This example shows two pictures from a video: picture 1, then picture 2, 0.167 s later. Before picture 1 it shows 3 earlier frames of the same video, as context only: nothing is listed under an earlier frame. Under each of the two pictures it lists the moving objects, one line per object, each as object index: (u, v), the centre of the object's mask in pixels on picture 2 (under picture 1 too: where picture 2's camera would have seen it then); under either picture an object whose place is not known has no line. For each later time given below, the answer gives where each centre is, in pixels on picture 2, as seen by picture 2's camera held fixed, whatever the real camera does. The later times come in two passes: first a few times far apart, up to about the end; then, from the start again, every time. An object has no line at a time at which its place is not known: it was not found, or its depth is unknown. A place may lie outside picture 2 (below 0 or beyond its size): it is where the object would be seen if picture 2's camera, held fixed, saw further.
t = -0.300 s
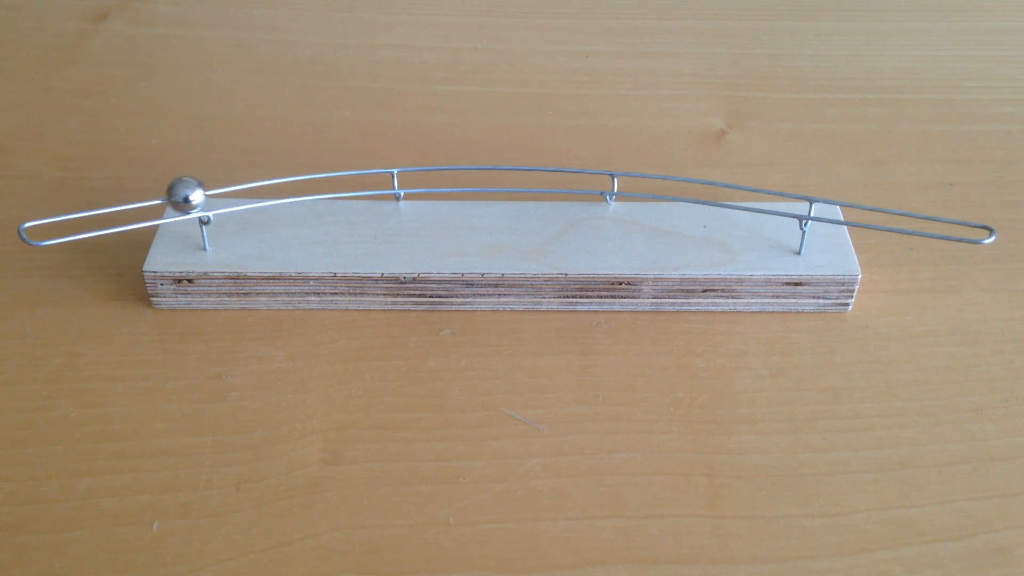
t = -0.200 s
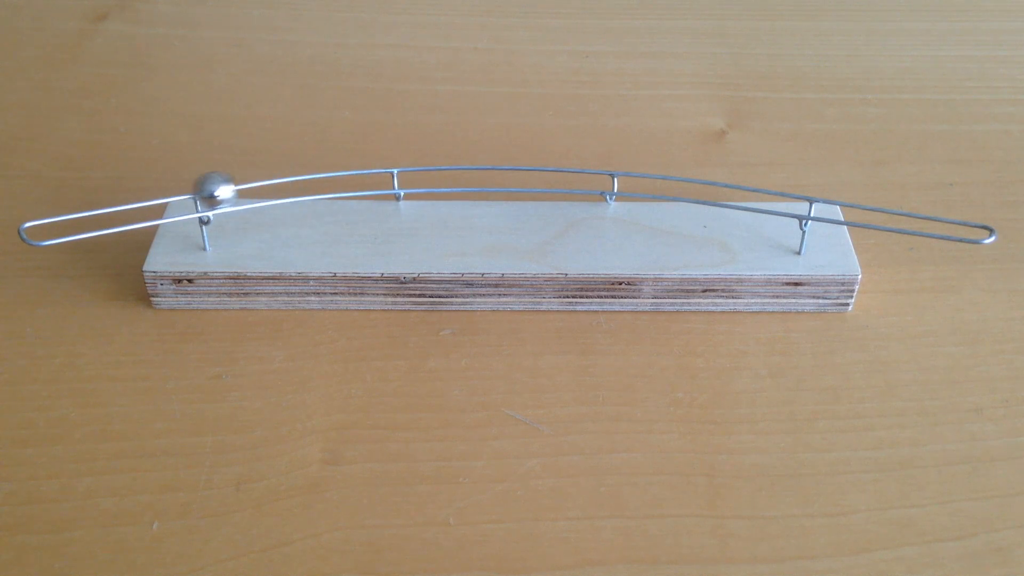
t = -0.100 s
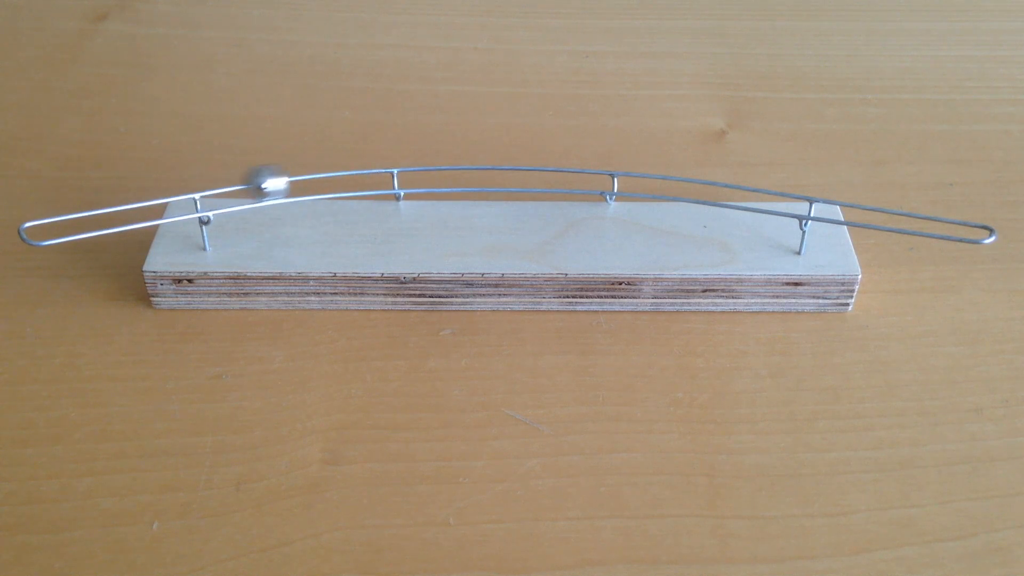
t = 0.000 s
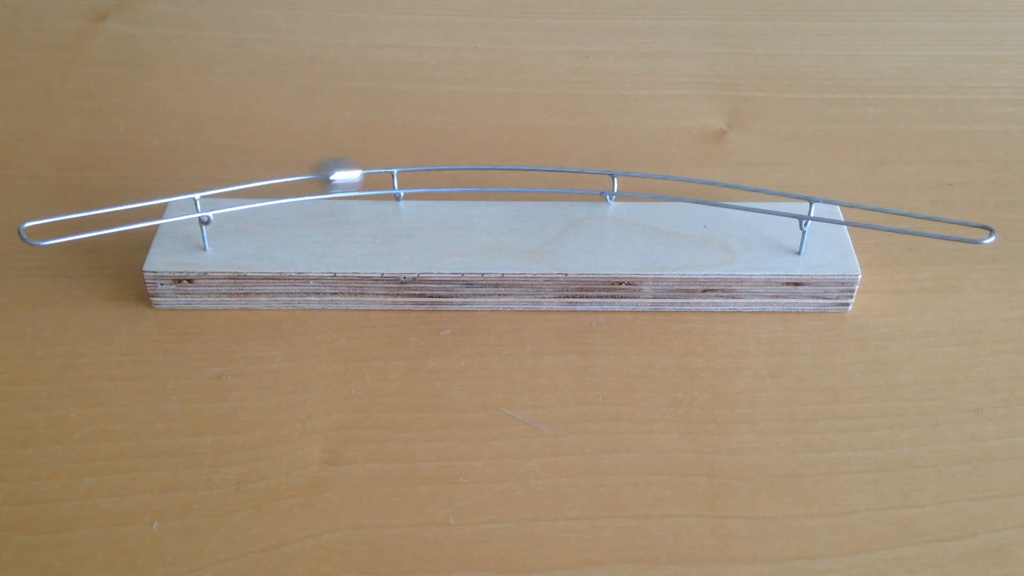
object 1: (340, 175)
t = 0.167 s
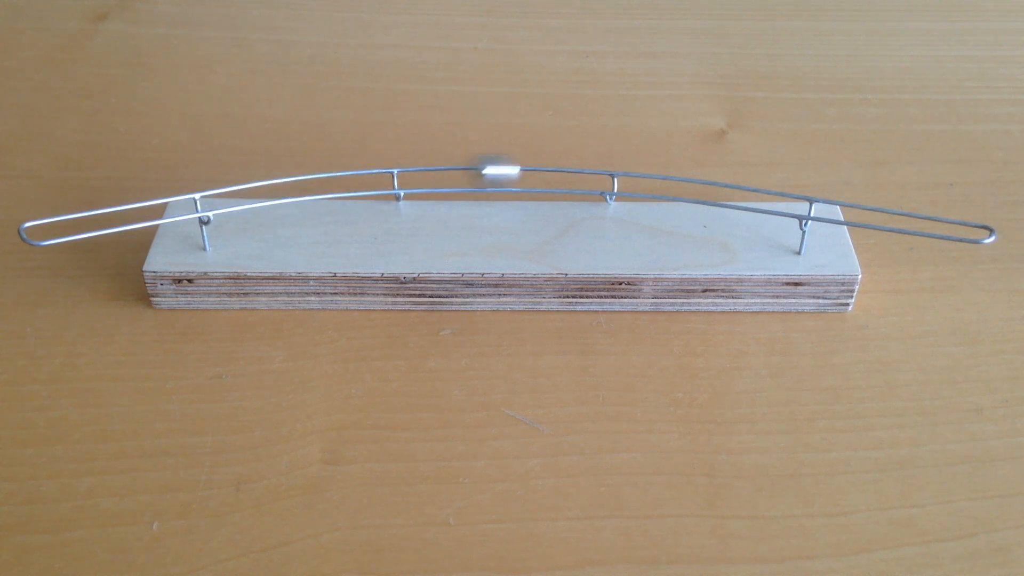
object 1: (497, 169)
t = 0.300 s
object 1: (623, 175)
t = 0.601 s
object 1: (797, 195)
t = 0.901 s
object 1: (779, 192)
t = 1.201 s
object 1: (584, 171)
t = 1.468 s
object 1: (348, 174)
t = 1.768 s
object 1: (234, 187)
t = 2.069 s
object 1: (337, 175)
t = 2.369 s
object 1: (586, 172)
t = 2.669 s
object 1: (755, 190)
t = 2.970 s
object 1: (738, 187)
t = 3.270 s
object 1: (550, 171)
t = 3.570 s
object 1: (325, 176)
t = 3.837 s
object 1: (270, 181)
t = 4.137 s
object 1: (403, 172)
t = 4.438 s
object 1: (633, 175)
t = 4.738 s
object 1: (740, 187)
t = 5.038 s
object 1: (667, 178)
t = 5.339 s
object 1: (456, 170)
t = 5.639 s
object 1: (303, 177)
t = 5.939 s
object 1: (344, 175)
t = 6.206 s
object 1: (518, 171)
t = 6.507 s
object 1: (687, 181)
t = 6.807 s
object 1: (702, 183)
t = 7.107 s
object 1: (563, 172)
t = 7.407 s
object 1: (371, 172)
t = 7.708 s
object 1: (323, 176)
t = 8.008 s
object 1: (458, 170)
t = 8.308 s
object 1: (640, 175)
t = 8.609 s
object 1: (688, 181)
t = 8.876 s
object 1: (601, 173)
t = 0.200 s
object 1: (530, 169)
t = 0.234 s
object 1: (563, 171)
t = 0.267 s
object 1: (594, 173)
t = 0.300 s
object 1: (623, 175)
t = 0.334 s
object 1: (653, 175)
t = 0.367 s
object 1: (678, 179)
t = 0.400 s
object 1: (702, 182)
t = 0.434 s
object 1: (724, 184)
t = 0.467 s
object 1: (743, 187)
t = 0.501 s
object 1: (760, 190)
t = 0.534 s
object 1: (775, 192)
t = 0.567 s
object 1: (787, 193)
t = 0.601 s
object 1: (797, 195)
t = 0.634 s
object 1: (806, 196)
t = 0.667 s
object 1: (811, 197)
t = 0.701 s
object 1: (814, 198)
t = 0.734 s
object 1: (815, 198)
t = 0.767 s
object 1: (813, 197)
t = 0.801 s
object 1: (808, 197)
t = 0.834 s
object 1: (801, 196)
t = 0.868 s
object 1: (792, 195)
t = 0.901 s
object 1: (779, 192)
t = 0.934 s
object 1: (766, 191)
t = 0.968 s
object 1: (750, 188)
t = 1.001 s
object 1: (733, 184)
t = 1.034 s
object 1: (713, 183)
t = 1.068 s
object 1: (691, 180)
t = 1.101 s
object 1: (667, 176)
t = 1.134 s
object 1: (642, 173)
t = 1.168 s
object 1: (613, 172)
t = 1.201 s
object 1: (584, 171)
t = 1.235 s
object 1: (553, 171)
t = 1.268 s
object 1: (522, 169)
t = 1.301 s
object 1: (490, 170)
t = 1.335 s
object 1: (459, 171)
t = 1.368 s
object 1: (428, 171)
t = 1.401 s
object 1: (400, 172)
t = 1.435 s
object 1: (373, 173)
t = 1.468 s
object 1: (348, 174)
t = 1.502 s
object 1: (325, 176)
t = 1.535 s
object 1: (305, 178)
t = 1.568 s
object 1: (287, 179)
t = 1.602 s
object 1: (272, 181)
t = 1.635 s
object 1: (258, 183)
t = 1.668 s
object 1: (248, 185)
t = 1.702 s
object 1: (240, 186)
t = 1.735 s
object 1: (236, 187)
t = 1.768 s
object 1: (234, 187)
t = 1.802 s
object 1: (235, 187)
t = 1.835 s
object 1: (238, 186)
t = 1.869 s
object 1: (245, 185)
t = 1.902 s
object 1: (254, 184)
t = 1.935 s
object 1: (265, 182)
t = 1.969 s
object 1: (279, 180)
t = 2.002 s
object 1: (296, 179)
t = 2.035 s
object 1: (316, 177)
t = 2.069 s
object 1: (337, 175)
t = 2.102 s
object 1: (361, 175)
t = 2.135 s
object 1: (384, 172)
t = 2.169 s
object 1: (412, 172)
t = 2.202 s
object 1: (440, 169)
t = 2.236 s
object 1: (469, 170)
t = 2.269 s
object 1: (499, 170)
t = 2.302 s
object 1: (529, 171)
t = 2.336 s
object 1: (558, 171)
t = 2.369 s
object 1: (586, 172)
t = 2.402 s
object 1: (613, 173)
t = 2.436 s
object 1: (637, 176)
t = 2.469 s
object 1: (661, 178)
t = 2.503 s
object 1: (682, 180)
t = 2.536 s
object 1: (701, 182)
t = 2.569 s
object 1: (717, 184)
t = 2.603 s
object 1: (732, 186)
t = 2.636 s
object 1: (745, 188)
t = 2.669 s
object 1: (755, 190)
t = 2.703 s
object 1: (762, 191)
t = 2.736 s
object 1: (768, 192)
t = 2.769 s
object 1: (770, 192)
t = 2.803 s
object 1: (771, 192)
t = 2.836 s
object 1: (769, 192)
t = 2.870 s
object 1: (765, 191)
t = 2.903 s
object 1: (758, 190)
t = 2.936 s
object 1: (749, 189)
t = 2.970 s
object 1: (738, 187)
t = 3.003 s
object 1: (725, 185)
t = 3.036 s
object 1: (709, 183)
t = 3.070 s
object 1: (692, 181)
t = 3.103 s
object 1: (672, 179)
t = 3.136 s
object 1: (651, 176)
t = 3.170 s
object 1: (630, 172)
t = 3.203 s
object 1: (603, 173)
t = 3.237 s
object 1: (577, 171)
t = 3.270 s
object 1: (550, 171)
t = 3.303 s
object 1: (520, 170)
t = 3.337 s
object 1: (493, 170)
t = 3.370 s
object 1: (464, 169)
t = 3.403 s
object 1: (435, 171)
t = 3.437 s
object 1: (410, 171)
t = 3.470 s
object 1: (385, 172)
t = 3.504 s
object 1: (363, 173)
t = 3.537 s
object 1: (342, 175)
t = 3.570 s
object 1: (325, 176)
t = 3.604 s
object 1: (309, 177)
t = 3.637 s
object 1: (295, 179)
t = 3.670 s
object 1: (284, 180)
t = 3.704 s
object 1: (276, 181)
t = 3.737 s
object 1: (270, 181)
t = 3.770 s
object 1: (267, 182)
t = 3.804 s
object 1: (267, 182)
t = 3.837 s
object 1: (270, 181)
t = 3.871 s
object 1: (275, 180)
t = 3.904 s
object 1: (283, 180)
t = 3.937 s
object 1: (293, 179)
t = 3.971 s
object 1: (305, 178)
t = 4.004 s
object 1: (321, 177)
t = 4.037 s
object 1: (338, 176)
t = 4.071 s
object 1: (359, 174)
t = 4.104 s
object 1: (381, 172)
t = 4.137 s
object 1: (403, 172)
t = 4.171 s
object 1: (429, 170)
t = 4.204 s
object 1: (455, 170)
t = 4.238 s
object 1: (482, 169)
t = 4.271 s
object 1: (509, 170)
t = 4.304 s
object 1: (535, 170)
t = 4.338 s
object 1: (561, 172)
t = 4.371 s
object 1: (587, 173)
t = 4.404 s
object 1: (610, 173)
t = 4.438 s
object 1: (633, 175)
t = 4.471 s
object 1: (654, 177)
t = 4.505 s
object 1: (672, 179)
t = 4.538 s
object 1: (688, 181)
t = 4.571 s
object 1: (702, 183)
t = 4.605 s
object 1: (714, 185)
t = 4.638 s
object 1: (724, 185)
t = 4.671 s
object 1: (731, 187)
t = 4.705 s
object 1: (737, 188)
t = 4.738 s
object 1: (740, 187)
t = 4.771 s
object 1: (741, 188)
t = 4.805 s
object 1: (739, 188)
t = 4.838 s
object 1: (735, 187)
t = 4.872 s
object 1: (729, 186)
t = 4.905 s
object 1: (721, 185)
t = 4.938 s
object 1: (710, 184)
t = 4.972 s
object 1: (698, 182)
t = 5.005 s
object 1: (683, 180)
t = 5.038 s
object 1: (667, 178)
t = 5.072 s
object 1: (649, 176)
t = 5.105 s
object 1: (630, 175)
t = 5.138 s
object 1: (608, 173)
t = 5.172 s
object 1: (583, 173)
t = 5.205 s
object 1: (559, 172)
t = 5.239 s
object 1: (533, 171)
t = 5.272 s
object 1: (506, 170)
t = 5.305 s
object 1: (481, 170)
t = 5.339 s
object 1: (456, 170)
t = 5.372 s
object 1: (431, 171)
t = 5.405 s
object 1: (409, 171)
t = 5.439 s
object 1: (388, 172)
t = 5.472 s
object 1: (368, 173)
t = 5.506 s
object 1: (351, 174)
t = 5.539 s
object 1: (334, 175)
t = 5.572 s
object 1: (321, 176)
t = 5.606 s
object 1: (311, 177)
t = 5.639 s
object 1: (303, 177)
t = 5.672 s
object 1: (298, 178)
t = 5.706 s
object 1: (295, 178)
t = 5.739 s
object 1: (295, 178)
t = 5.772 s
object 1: (296, 178)
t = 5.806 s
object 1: (302, 178)
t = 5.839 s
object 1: (308, 177)
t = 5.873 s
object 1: (318, 177)
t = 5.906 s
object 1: (330, 175)
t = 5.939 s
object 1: (344, 175)
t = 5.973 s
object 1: (361, 174)
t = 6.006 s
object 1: (380, 173)
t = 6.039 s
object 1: (399, 172)
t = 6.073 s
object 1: (420, 171)
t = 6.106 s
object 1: (444, 171)
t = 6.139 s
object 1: (467, 170)
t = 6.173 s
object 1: (494, 171)
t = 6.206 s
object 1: (518, 171)
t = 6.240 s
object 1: (542, 171)
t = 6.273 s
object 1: (565, 172)
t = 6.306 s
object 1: (588, 172)
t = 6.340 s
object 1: (609, 173)
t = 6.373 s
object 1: (629, 175)
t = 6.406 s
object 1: (646, 176)
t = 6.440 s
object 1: (661, 178)
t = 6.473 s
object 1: (675, 179)
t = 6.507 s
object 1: (687, 181)
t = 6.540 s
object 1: (697, 182)
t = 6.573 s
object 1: (704, 183)
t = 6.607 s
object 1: (709, 184)
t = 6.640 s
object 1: (713, 184)
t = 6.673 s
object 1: (715, 184)
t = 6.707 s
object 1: (714, 184)
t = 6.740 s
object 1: (712, 184)
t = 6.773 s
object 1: (708, 184)
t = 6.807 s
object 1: (702, 183)
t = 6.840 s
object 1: (694, 181)
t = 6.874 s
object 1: (683, 180)
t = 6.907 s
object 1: (672, 179)
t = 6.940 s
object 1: (658, 177)
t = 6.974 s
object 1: (642, 176)
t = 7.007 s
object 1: (625, 174)
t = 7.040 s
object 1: (606, 173)
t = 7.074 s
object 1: (585, 173)
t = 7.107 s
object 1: (563, 172)
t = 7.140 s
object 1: (541, 171)
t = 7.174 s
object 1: (516, 170)
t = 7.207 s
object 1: (493, 169)
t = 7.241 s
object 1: (470, 169)
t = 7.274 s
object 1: (447, 170)
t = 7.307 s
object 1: (426, 170)
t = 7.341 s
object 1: (407, 171)
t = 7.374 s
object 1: (388, 172)
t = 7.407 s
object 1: (371, 172)
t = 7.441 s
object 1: (356, 174)
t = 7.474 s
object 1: (344, 175)
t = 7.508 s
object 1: (334, 175)
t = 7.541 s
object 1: (326, 176)
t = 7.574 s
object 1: (321, 176)
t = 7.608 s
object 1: (317, 176)
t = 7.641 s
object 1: (317, 176)
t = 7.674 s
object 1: (319, 176)
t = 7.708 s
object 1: (323, 176)
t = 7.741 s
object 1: (331, 175)
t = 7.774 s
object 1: (340, 175)
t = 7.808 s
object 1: (352, 174)
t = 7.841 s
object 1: (365, 173)
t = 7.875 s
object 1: (380, 173)
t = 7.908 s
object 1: (397, 172)
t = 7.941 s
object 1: (415, 172)
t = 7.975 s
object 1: (437, 171)
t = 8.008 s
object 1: (458, 170)
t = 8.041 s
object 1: (479, 170)
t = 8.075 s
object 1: (504, 170)
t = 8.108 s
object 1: (526, 171)
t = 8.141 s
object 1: (547, 172)
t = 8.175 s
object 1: (569, 172)
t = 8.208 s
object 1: (588, 173)
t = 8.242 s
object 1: (608, 173)
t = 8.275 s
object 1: (626, 174)
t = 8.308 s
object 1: (640, 175)
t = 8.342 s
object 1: (653, 177)
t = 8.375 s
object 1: (664, 178)
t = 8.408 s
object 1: (674, 179)
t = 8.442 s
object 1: (681, 180)
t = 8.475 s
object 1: (687, 181)
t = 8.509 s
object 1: (690, 181)
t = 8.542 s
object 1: (691, 181)
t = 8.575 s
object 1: (691, 181)
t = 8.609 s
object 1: (688, 181)
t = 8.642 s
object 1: (684, 180)
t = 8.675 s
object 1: (678, 180)
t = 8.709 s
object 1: (670, 179)
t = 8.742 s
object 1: (659, 178)
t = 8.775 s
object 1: (647, 177)
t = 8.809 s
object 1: (633, 176)
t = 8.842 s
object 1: (618, 174)
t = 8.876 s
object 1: (601, 173)
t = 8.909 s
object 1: (583, 172)
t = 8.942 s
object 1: (562, 172)
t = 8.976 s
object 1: (542, 171)
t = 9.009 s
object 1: (521, 170)
